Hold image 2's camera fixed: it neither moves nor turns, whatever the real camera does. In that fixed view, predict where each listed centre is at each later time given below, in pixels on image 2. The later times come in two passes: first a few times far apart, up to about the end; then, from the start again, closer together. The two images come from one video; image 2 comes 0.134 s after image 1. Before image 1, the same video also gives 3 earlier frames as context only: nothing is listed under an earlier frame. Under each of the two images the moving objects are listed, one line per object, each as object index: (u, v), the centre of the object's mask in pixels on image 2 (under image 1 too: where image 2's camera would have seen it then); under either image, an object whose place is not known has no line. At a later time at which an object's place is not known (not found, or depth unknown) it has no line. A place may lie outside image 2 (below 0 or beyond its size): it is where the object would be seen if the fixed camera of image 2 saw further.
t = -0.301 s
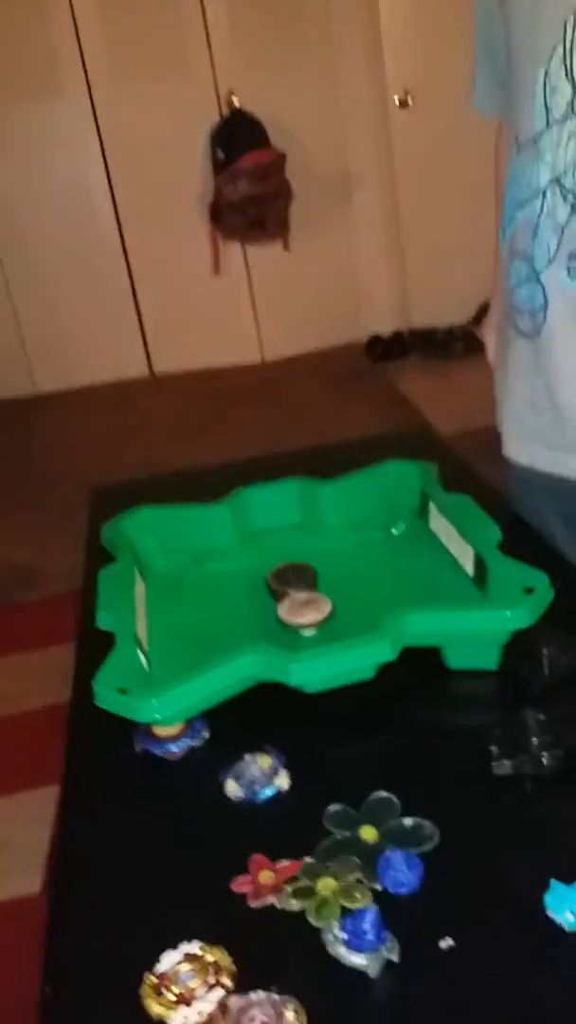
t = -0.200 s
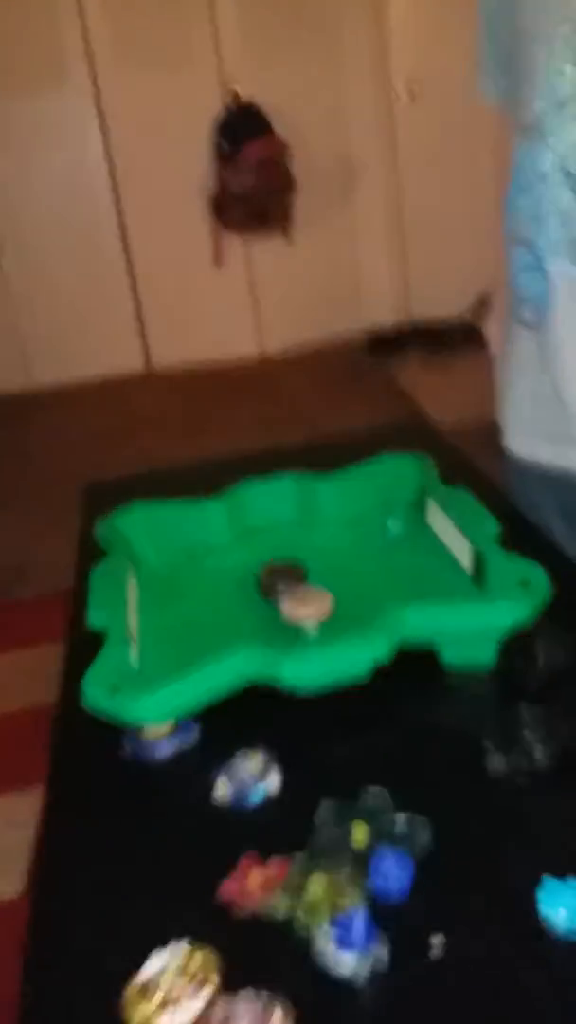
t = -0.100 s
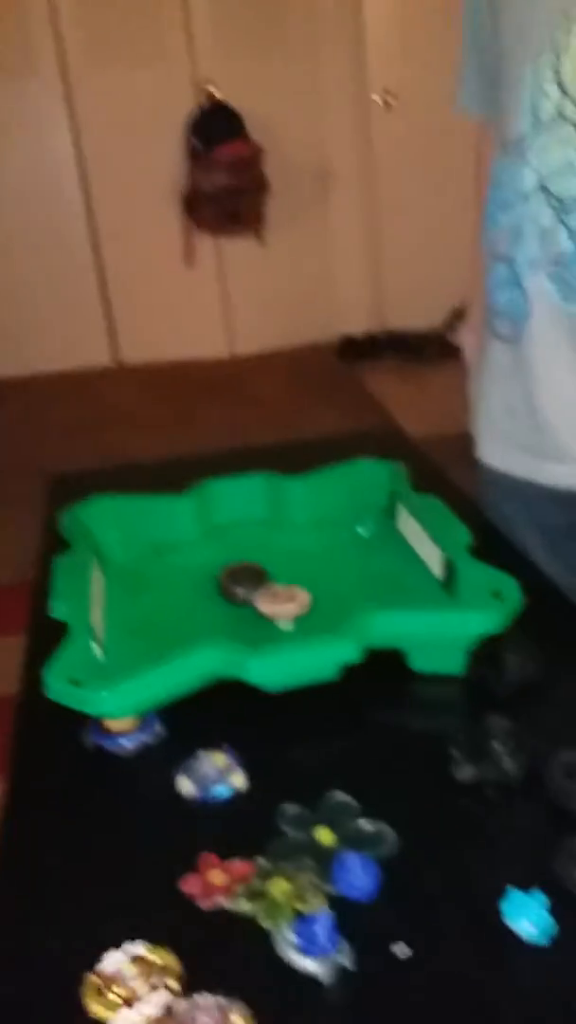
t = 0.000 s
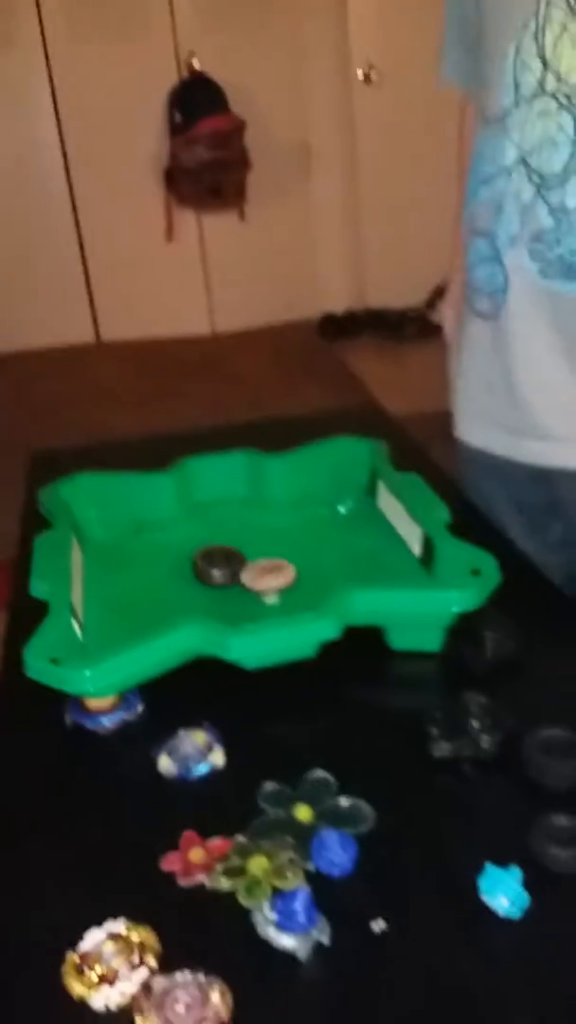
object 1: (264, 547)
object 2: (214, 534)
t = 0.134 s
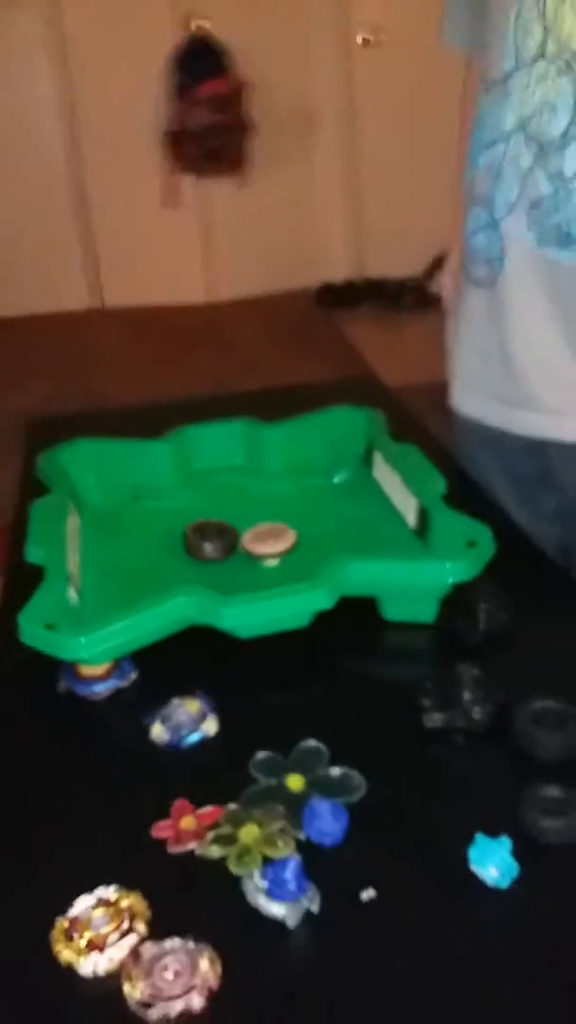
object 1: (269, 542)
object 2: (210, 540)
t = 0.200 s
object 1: (269, 539)
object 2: (208, 543)
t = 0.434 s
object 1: (264, 532)
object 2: (216, 555)
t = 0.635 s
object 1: (249, 530)
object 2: (231, 562)
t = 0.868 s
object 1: (231, 534)
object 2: (254, 563)
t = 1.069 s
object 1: (220, 541)
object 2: (268, 556)
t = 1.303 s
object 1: (211, 546)
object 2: (273, 546)
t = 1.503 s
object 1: (207, 551)
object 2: (267, 538)
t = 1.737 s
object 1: (210, 556)
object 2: (253, 530)
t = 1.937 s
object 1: (218, 560)
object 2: (241, 526)
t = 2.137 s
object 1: (233, 561)
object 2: (228, 528)
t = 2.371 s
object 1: (254, 558)
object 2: (219, 534)
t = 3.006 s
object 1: (281, 535)
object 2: (220, 548)
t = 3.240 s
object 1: (269, 529)
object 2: (222, 552)
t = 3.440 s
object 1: (252, 528)
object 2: (224, 558)
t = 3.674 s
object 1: (233, 527)
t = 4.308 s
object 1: (208, 541)
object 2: (264, 549)
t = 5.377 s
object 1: (234, 563)
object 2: (239, 530)
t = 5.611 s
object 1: (253, 562)
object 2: (231, 534)
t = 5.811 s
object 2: (229, 537)
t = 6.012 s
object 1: (275, 553)
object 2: (226, 539)
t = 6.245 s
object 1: (277, 546)
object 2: (221, 541)
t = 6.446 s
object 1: (274, 540)
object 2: (215, 544)
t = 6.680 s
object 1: (270, 532)
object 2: (208, 549)
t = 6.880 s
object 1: (260, 530)
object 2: (214, 553)
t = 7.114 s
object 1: (253, 528)
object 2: (222, 557)
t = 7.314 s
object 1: (249, 525)
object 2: (233, 558)
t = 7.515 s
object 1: (249, 523)
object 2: (244, 557)
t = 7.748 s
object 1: (246, 521)
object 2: (252, 556)
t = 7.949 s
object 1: (240, 523)
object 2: (256, 555)
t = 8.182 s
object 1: (227, 529)
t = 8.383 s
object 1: (215, 535)
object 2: (255, 556)
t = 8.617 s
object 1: (207, 539)
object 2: (255, 556)
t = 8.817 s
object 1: (205, 541)
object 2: (258, 555)
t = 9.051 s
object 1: (207, 543)
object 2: (264, 551)
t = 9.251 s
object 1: (207, 543)
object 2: (265, 546)
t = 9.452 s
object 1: (204, 544)
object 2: (265, 543)
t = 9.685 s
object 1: (197, 547)
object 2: (265, 540)
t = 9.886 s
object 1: (199, 548)
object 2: (260, 540)
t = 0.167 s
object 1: (269, 541)
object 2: (209, 543)
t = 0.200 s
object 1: (269, 539)
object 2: (208, 543)
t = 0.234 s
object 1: (269, 537)
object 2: (208, 546)
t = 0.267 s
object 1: (269, 536)
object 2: (209, 547)
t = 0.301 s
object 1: (269, 535)
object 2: (210, 549)
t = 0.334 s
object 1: (268, 534)
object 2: (211, 551)
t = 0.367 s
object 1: (267, 533)
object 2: (212, 552)
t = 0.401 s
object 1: (265, 532)
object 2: (213, 554)
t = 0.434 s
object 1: (264, 532)
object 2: (216, 555)
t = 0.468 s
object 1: (262, 532)
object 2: (218, 557)
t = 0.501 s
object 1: (259, 532)
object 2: (219, 558)
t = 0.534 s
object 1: (257, 532)
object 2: (222, 560)
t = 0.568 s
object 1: (254, 531)
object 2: (225, 561)
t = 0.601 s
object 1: (252, 531)
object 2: (227, 562)
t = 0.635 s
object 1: (249, 530)
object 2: (231, 562)
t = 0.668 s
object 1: (247, 530)
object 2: (234, 563)
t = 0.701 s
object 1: (244, 530)
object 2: (237, 564)
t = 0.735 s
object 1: (241, 531)
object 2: (241, 564)
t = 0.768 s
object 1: (238, 531)
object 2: (244, 564)
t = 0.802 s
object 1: (236, 532)
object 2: (247, 564)
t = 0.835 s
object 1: (234, 533)
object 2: (251, 563)
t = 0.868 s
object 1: (231, 534)
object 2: (254, 563)
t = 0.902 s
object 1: (229, 535)
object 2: (257, 562)
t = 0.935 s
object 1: (227, 537)
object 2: (259, 561)
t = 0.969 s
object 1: (225, 538)
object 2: (262, 560)
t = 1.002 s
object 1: (224, 539)
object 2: (264, 559)
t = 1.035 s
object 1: (222, 541)
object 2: (266, 558)
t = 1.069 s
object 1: (220, 541)
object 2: (268, 556)
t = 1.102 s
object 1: (219, 542)
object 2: (269, 555)
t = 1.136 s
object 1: (217, 543)
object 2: (271, 553)
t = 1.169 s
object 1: (216, 543)
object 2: (272, 552)
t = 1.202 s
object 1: (214, 544)
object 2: (273, 551)
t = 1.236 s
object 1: (213, 545)
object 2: (273, 549)
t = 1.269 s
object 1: (213, 545)
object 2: (273, 547)
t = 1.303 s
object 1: (211, 546)
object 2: (273, 546)
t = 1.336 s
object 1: (209, 547)
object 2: (273, 544)
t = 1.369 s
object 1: (208, 548)
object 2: (274, 543)
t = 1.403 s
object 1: (207, 549)
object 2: (273, 542)
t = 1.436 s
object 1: (207, 549)
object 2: (271, 540)
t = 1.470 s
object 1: (207, 550)
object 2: (269, 539)
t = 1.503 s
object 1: (207, 551)
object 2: (267, 538)
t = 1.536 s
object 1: (207, 552)
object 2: (265, 537)
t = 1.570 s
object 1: (207, 552)
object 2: (262, 536)
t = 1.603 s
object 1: (207, 553)
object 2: (261, 535)
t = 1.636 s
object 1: (208, 554)
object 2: (259, 534)
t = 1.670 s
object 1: (209, 555)
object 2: (257, 532)
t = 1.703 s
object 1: (210, 555)
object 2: (255, 531)
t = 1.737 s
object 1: (210, 556)
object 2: (253, 530)
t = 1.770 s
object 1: (211, 557)
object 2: (251, 529)
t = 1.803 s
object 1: (213, 557)
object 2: (249, 528)
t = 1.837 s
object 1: (215, 557)
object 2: (247, 528)
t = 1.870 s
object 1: (216, 557)
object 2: (244, 528)
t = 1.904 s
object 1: (217, 558)
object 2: (242, 527)
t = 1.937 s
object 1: (218, 560)
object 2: (241, 526)
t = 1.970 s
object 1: (220, 560)
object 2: (239, 526)
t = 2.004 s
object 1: (223, 561)
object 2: (236, 526)
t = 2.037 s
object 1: (225, 561)
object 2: (234, 526)
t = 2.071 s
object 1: (228, 561)
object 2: (232, 527)
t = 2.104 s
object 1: (230, 561)
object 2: (230, 527)
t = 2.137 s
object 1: (233, 561)
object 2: (228, 528)
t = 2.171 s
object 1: (236, 560)
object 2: (225, 529)
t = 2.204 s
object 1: (239, 560)
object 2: (223, 529)
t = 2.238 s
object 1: (242, 559)
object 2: (222, 530)
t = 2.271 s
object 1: (246, 560)
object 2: (220, 531)
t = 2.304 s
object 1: (249, 559)
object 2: (220, 532)
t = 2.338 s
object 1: (251, 558)
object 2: (219, 533)
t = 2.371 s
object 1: (254, 558)
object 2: (219, 534)
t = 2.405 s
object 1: (257, 557)
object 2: (219, 535)
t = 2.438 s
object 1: (259, 556)
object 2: (218, 536)
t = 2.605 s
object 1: (273, 551)
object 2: (219, 540)
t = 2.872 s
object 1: (281, 540)
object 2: (221, 545)
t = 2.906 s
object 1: (282, 538)
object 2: (220, 546)
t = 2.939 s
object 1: (282, 537)
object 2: (220, 547)
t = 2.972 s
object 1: (282, 536)
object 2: (220, 547)
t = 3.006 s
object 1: (281, 535)
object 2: (220, 548)
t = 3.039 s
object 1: (279, 534)
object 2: (221, 549)
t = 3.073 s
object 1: (278, 534)
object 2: (221, 549)
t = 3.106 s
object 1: (276, 533)
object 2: (221, 550)
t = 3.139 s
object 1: (275, 532)
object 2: (221, 551)
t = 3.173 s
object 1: (273, 531)
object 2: (221, 551)
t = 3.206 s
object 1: (271, 530)
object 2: (221, 552)
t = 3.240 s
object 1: (269, 529)
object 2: (222, 552)
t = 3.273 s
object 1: (266, 529)
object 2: (222, 554)
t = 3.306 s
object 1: (263, 528)
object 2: (222, 554)
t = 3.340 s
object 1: (260, 528)
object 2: (223, 555)
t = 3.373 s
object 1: (257, 528)
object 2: (223, 556)
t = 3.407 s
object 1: (254, 528)
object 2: (223, 557)
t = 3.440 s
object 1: (252, 528)
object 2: (224, 558)
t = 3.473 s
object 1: (249, 527)
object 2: (225, 559)
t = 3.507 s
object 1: (247, 527)
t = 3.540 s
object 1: (244, 527)
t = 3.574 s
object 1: (241, 526)
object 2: (228, 560)
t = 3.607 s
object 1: (239, 526)
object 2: (229, 561)
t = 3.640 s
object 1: (236, 527)
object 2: (230, 562)
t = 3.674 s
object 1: (233, 527)
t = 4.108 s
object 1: (210, 538)
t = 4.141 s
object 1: (210, 539)
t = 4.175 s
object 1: (209, 539)
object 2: (259, 554)
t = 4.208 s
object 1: (209, 540)
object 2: (261, 553)
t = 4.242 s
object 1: (209, 540)
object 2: (261, 552)
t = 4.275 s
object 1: (209, 541)
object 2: (262, 551)
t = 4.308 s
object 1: (208, 541)
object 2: (264, 549)
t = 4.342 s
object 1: (207, 542)
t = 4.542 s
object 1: (203, 545)
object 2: (265, 542)
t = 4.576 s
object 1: (203, 546)
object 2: (265, 541)
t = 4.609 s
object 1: (203, 546)
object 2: (264, 540)
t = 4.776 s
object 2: (260, 535)
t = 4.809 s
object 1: (202, 551)
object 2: (258, 534)
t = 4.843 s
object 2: (258, 533)
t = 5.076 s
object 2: (249, 530)
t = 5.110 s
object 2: (248, 529)
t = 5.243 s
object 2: (243, 529)
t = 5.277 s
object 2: (242, 529)
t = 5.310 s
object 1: (228, 562)
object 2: (241, 529)
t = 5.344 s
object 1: (231, 562)
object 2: (240, 530)
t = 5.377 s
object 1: (234, 563)
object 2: (239, 530)
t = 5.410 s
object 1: (236, 563)
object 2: (238, 530)
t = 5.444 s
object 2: (236, 531)
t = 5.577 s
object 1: (250, 563)
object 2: (232, 533)
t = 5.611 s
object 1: (253, 562)
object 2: (231, 534)
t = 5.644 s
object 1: (256, 562)
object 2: (231, 534)
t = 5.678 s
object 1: (259, 561)
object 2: (231, 535)
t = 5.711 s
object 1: (262, 560)
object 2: (230, 535)
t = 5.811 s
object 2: (229, 537)
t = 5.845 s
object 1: (269, 557)
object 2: (229, 538)
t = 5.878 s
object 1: (271, 556)
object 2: (228, 538)
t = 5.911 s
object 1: (272, 556)
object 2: (228, 538)
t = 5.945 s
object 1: (273, 555)
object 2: (227, 539)
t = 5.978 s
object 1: (274, 554)
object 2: (227, 539)
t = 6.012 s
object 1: (275, 553)
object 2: (226, 539)
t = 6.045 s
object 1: (276, 552)
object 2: (226, 539)
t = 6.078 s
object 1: (277, 551)
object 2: (226, 539)
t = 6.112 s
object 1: (277, 550)
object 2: (225, 540)
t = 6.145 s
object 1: (277, 549)
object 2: (224, 540)
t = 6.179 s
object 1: (277, 548)
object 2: (223, 540)
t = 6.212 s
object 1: (277, 547)
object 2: (222, 541)
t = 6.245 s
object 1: (277, 546)
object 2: (221, 541)
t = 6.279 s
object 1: (277, 545)
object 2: (219, 541)
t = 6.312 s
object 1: (277, 544)
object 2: (219, 541)
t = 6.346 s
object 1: (277, 543)
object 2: (218, 542)
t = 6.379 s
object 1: (276, 542)
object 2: (217, 543)
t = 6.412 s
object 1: (275, 541)
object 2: (215, 543)
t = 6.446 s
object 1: (274, 540)
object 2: (215, 544)
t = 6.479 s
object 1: (274, 539)
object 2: (213, 544)
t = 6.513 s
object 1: (273, 538)
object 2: (212, 545)
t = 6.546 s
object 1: (271, 537)
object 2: (212, 546)
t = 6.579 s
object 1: (271, 536)
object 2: (212, 546)
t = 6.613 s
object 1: (271, 534)
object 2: (210, 547)
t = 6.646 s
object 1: (271, 533)
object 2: (208, 548)
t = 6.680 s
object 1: (270, 532)
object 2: (208, 549)
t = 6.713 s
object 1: (270, 532)
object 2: (208, 549)
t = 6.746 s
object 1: (269, 531)
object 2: (208, 550)
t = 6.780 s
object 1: (267, 530)
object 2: (210, 551)
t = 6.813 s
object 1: (265, 530)
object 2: (211, 552)
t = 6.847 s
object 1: (262, 530)
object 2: (213, 552)
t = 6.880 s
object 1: (260, 530)
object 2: (214, 553)
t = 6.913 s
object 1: (259, 530)
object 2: (215, 554)
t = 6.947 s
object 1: (257, 530)
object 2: (215, 555)
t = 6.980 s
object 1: (256, 530)
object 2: (217, 555)
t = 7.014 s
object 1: (255, 529)
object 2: (218, 557)
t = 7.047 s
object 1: (253, 529)
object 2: (219, 557)
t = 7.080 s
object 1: (253, 529)
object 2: (221, 557)
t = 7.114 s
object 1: (253, 528)
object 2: (222, 557)
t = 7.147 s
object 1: (252, 528)
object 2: (224, 558)
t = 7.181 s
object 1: (251, 528)
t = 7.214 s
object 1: (250, 527)
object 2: (228, 558)
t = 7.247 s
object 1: (250, 526)
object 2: (230, 558)
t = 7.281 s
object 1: (250, 525)
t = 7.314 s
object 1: (249, 525)
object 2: (233, 558)
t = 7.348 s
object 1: (249, 524)
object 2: (235, 558)
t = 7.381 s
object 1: (249, 524)
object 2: (237, 558)
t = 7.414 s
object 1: (249, 524)
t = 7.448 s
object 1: (248, 524)
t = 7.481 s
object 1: (249, 523)
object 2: (242, 557)
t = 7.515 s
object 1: (249, 523)
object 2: (244, 557)
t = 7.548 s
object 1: (248, 523)
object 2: (244, 556)
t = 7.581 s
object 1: (248, 522)
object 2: (246, 556)
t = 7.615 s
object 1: (249, 522)
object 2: (248, 557)
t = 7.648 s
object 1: (248, 522)
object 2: (249, 557)
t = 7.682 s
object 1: (248, 521)
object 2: (250, 557)
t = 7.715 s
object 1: (247, 521)
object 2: (251, 557)
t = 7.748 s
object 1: (246, 521)
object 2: (252, 556)
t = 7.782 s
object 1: (245, 522)
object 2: (253, 556)
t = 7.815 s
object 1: (245, 522)
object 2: (253, 555)
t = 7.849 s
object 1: (244, 523)
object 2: (254, 555)
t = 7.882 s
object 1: (243, 523)
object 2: (255, 554)
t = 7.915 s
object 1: (241, 522)
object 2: (256, 555)
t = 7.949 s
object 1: (240, 523)
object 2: (256, 555)
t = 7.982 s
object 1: (238, 523)
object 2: (255, 555)
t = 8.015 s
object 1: (236, 524)
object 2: (255, 555)
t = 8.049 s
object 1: (235, 524)
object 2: (255, 555)
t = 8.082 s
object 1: (233, 525)
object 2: (256, 555)
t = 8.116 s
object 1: (231, 526)
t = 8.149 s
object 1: (229, 527)
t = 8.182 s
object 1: (227, 529)
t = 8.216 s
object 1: (224, 530)
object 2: (256, 555)
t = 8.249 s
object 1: (222, 531)
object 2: (256, 556)
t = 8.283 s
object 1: (220, 532)
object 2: (256, 556)
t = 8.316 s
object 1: (218, 533)
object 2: (255, 556)
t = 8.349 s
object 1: (217, 534)
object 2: (256, 556)
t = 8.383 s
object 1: (215, 535)
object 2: (255, 556)
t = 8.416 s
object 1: (214, 536)
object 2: (255, 556)
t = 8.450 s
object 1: (212, 537)
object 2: (255, 556)
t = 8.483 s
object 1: (212, 537)
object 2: (255, 556)
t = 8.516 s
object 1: (210, 538)
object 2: (254, 556)
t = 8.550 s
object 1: (210, 538)
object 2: (254, 556)
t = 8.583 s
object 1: (209, 539)
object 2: (254, 556)
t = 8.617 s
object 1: (207, 539)
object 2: (255, 556)
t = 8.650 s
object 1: (206, 539)
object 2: (257, 556)
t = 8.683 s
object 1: (205, 540)
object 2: (257, 556)
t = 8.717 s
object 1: (205, 540)
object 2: (258, 556)
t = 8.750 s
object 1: (204, 540)
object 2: (258, 556)
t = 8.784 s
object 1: (205, 540)
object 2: (258, 555)
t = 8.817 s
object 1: (205, 541)
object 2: (258, 555)
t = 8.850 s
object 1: (206, 542)
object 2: (258, 554)
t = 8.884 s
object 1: (206, 542)
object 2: (259, 554)
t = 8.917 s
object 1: (206, 542)
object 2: (261, 553)
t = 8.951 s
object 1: (207, 541)
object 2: (261, 553)
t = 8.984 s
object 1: (207, 542)
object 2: (261, 552)
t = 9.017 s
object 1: (208, 543)
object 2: (263, 551)
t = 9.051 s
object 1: (207, 543)
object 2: (264, 551)
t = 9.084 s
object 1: (207, 542)
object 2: (264, 550)
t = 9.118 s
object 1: (207, 543)
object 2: (264, 550)
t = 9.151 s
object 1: (207, 543)
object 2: (264, 549)
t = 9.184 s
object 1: (208, 543)
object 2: (264, 548)
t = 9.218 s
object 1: (207, 543)
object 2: (265, 547)
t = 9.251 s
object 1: (207, 543)
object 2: (265, 546)
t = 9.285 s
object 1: (207, 543)
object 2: (265, 546)
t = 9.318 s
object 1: (205, 543)
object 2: (267, 545)
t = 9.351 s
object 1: (204, 543)
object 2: (267, 545)
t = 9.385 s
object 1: (203, 543)
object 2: (266, 544)
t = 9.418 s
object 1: (203, 544)
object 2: (266, 544)
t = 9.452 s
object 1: (204, 544)
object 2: (265, 543)
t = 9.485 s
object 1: (203, 544)
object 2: (264, 542)
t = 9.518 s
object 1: (202, 545)
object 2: (265, 542)
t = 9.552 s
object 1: (202, 545)
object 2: (263, 541)
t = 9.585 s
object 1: (201, 545)
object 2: (262, 541)
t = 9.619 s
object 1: (201, 546)
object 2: (262, 541)
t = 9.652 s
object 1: (197, 547)
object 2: (265, 540)
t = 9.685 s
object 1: (197, 547)
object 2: (265, 540)
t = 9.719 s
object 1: (196, 547)
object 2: (265, 539)
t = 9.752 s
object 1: (196, 547)
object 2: (265, 539)
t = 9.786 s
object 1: (196, 548)
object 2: (264, 539)
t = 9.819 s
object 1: (197, 548)
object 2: (263, 540)
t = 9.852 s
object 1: (198, 548)
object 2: (262, 540)
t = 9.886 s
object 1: (199, 548)
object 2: (260, 540)
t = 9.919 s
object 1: (201, 549)
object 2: (260, 540)
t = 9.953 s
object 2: (260, 539)
